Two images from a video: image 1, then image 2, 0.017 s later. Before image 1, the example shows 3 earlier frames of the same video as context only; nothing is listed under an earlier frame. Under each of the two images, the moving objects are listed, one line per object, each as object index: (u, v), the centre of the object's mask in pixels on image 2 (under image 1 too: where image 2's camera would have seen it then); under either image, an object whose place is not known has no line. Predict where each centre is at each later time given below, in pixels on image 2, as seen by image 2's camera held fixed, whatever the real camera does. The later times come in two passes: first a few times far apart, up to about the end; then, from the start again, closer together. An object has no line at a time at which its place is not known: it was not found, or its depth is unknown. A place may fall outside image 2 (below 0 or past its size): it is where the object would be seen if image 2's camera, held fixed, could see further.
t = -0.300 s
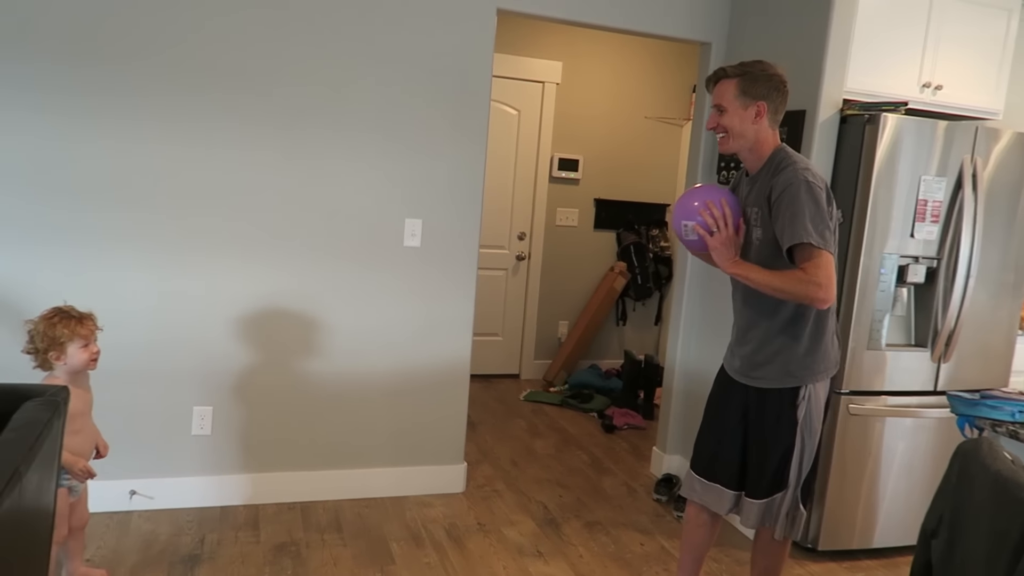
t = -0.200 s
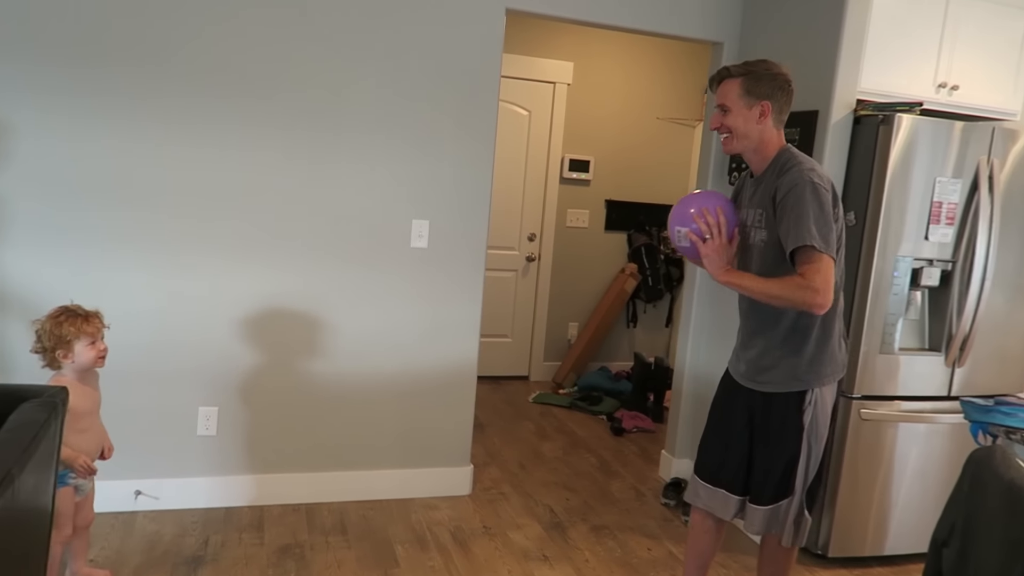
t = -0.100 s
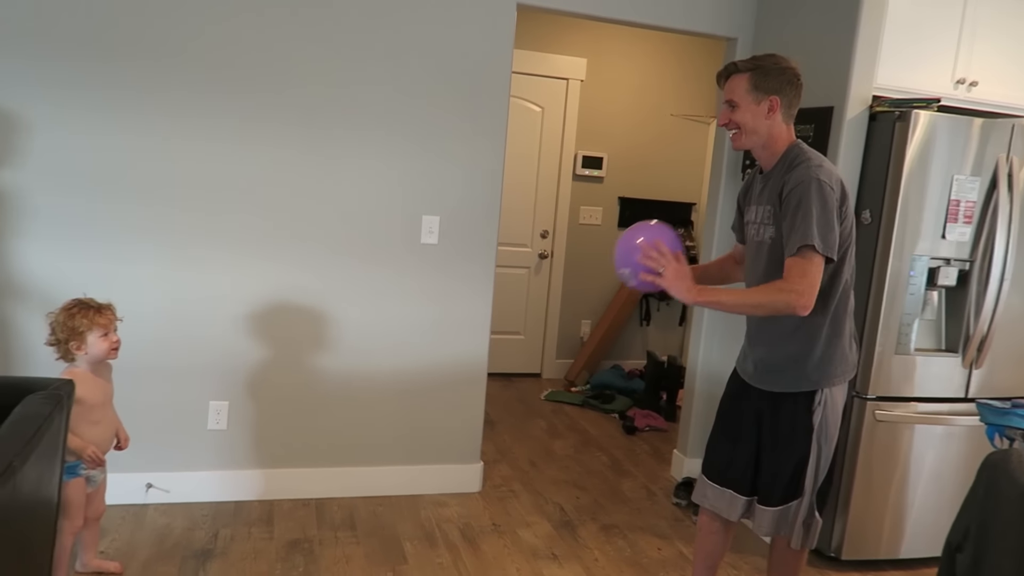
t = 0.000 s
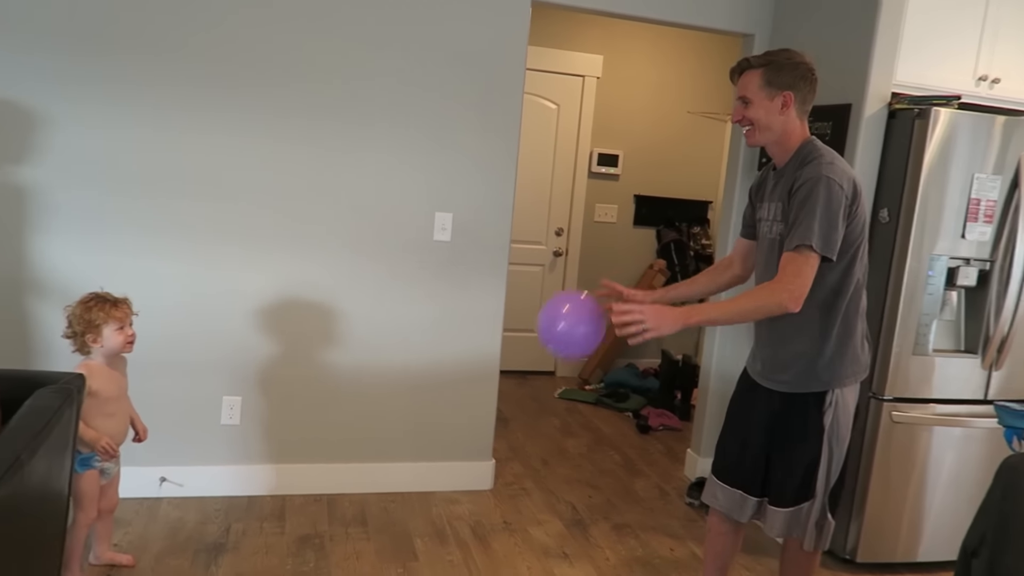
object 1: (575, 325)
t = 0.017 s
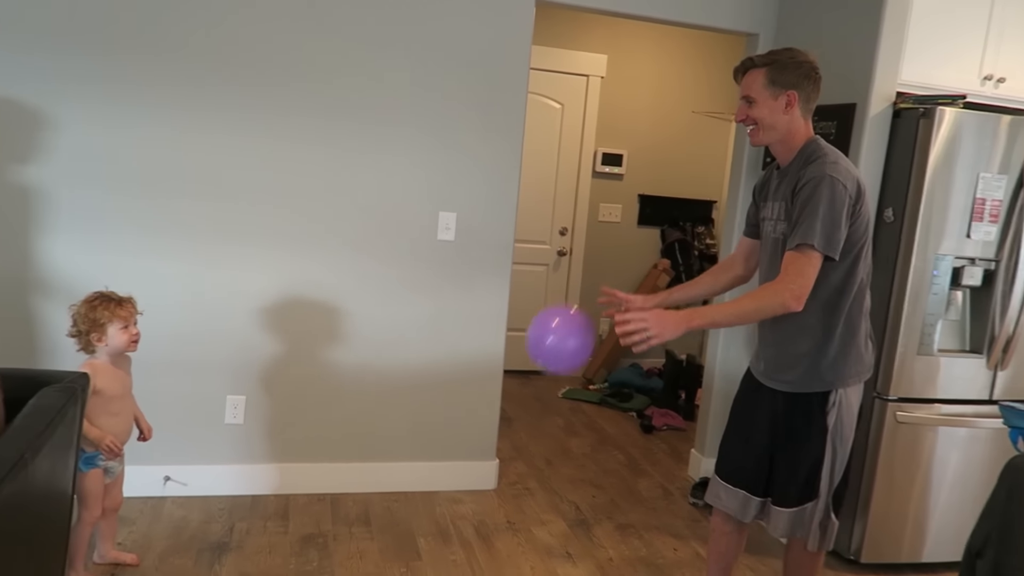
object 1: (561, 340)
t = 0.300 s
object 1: (369, 518)
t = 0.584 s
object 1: (270, 346)
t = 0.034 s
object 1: (545, 355)
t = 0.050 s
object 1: (532, 370)
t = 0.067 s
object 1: (518, 386)
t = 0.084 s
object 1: (504, 403)
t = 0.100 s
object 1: (491, 421)
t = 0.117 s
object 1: (477, 439)
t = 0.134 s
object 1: (464, 457)
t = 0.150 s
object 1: (452, 476)
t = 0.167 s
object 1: (438, 496)
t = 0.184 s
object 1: (425, 516)
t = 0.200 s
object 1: (414, 537)
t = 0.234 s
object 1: (394, 560)
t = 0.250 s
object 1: (386, 556)
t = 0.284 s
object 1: (376, 535)
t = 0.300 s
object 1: (369, 518)
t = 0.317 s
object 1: (363, 503)
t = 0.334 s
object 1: (358, 488)
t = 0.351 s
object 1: (353, 474)
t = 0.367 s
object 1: (347, 460)
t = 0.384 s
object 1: (342, 447)
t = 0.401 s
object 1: (336, 434)
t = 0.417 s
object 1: (330, 422)
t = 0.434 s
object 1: (325, 411)
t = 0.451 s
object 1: (319, 401)
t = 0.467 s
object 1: (313, 391)
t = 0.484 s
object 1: (307, 383)
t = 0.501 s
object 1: (301, 374)
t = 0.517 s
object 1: (294, 367)
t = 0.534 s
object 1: (288, 360)
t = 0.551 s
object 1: (282, 355)
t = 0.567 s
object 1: (276, 350)
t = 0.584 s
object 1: (270, 346)
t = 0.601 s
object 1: (265, 343)
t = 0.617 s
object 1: (258, 341)
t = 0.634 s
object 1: (252, 339)
